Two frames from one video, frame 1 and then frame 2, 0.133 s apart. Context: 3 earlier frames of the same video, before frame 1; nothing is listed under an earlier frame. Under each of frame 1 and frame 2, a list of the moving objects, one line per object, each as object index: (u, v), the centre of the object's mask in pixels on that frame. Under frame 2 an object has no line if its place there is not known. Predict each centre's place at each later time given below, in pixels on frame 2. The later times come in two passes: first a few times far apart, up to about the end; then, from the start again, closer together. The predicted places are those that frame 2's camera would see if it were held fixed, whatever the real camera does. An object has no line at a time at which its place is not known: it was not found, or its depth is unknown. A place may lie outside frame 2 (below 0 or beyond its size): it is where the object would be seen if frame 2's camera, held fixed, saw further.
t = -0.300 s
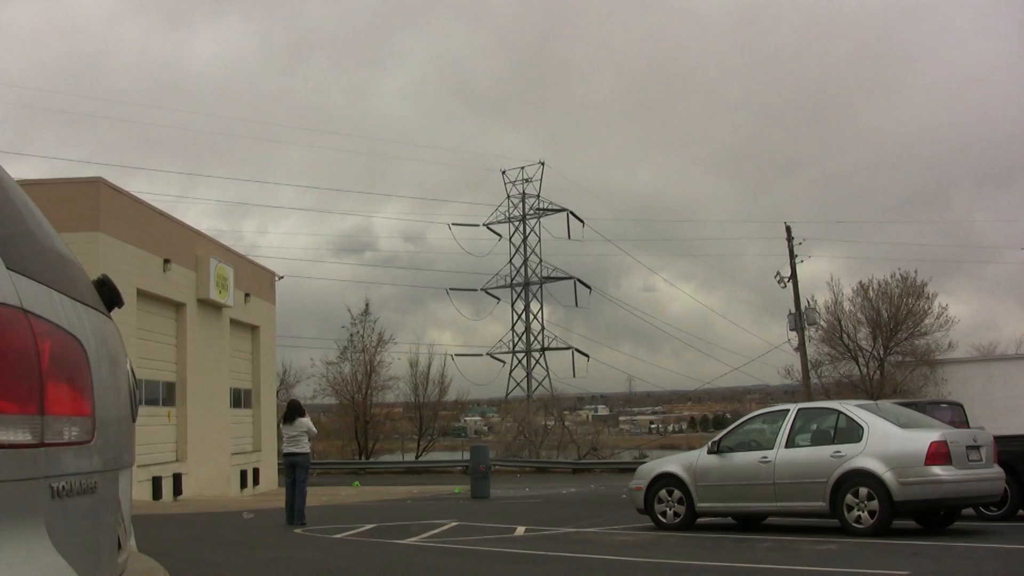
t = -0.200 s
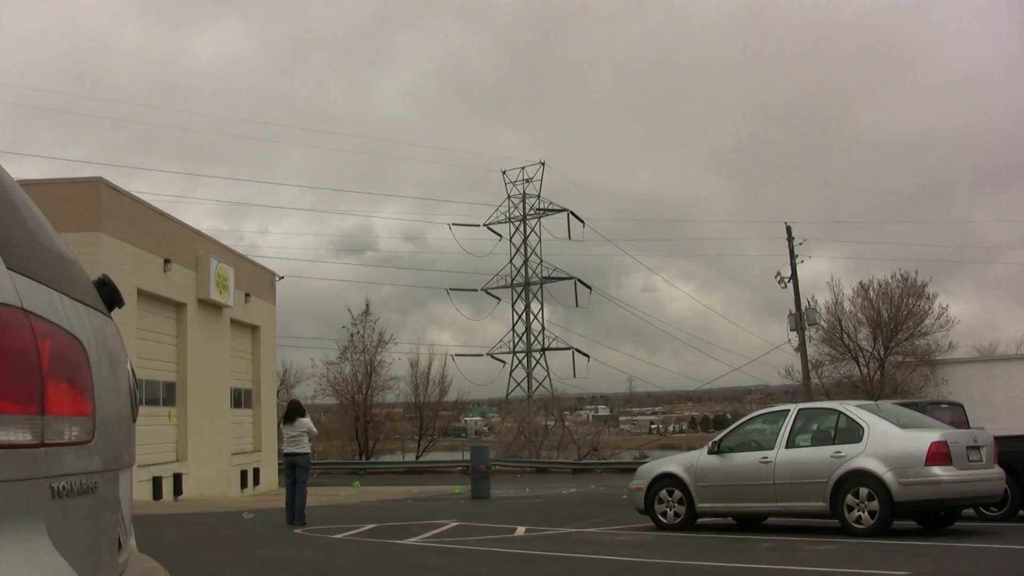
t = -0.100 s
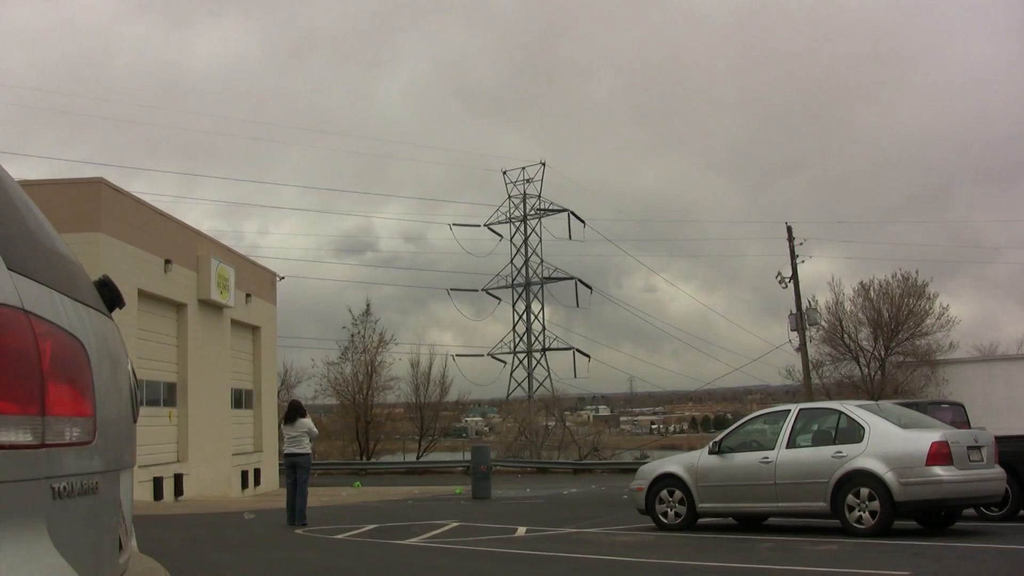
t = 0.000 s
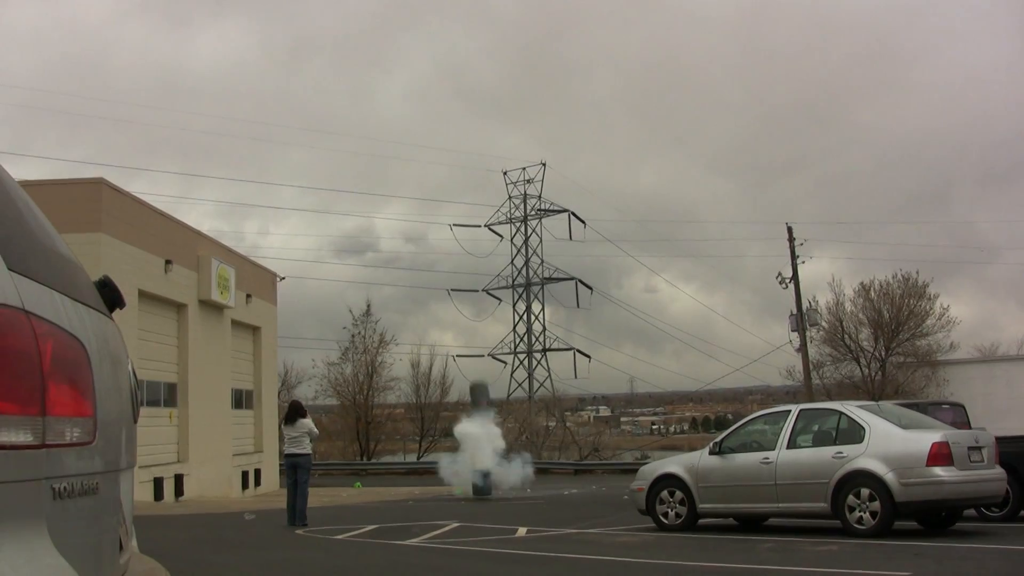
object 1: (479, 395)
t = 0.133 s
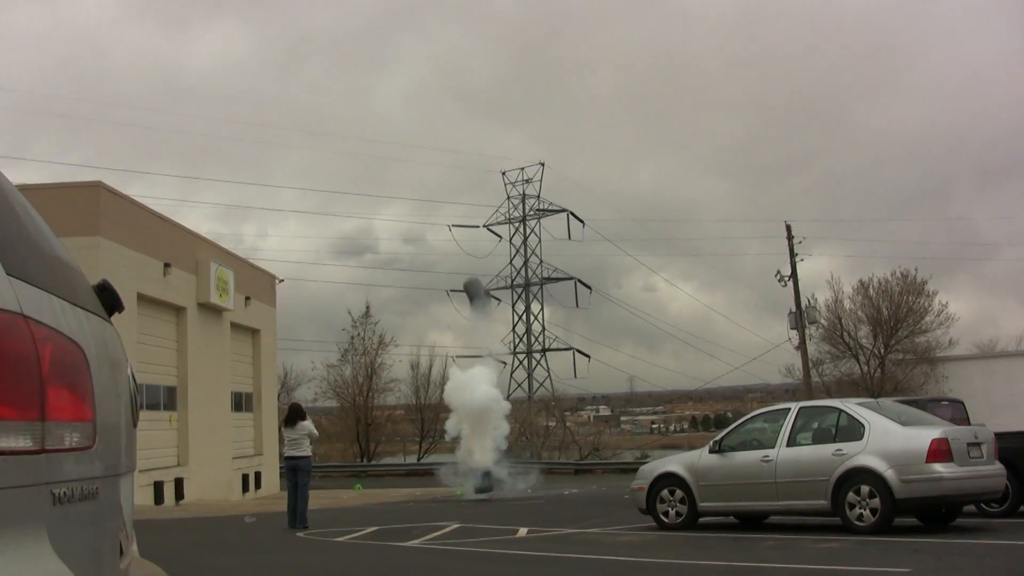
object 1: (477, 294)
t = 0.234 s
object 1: (471, 226)
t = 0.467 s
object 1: (461, 98)
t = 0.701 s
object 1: (446, 7)
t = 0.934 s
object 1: (435, -58)
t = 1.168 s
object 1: (427, -96)
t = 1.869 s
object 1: (404, -66)
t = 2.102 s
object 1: (397, -15)
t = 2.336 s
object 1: (392, 49)
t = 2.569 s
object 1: (387, 129)
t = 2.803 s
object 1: (383, 222)
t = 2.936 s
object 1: (380, 281)
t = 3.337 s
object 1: (373, 480)
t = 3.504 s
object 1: (377, 483)
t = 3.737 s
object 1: (386, 484)
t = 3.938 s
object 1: (398, 480)
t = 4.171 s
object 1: (406, 481)
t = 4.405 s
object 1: (413, 486)
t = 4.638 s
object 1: (417, 481)
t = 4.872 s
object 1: (417, 484)
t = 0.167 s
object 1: (476, 270)
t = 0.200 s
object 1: (474, 249)
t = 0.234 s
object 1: (471, 226)
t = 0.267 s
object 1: (469, 206)
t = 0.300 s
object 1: (472, 187)
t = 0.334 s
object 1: (469, 167)
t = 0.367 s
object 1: (467, 148)
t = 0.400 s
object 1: (465, 131)
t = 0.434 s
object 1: (463, 114)
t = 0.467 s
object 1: (461, 98)
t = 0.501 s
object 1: (459, 83)
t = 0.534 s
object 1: (455, 66)
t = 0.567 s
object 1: (454, 54)
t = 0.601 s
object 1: (452, 41)
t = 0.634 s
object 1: (451, 29)
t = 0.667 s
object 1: (448, 18)
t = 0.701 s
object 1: (446, 7)
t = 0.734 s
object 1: (443, -4)
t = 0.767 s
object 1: (441, -14)
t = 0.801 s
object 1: (441, -24)
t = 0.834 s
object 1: (440, -33)
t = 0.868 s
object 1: (438, -42)
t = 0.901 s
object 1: (436, -50)
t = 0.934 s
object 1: (435, -58)
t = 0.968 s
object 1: (435, -64)
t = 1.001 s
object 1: (433, -71)
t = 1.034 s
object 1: (432, -76)
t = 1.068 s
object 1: (430, -82)
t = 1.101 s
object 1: (428, -87)
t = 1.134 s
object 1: (428, -92)
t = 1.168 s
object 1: (427, -96)
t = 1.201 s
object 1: (426, -100)
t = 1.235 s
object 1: (426, -103)
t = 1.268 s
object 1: (425, -106)
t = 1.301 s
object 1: (424, -108)
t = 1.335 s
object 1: (423, -109)
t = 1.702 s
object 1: (409, -91)
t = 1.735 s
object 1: (408, -87)
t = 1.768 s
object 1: (408, -83)
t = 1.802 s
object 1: (407, -78)
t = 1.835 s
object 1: (405, -72)
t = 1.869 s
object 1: (404, -66)
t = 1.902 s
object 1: (403, -61)
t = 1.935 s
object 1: (402, -54)
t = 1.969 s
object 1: (401, -47)
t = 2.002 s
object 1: (400, -40)
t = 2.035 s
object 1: (399, -33)
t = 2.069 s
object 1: (398, -25)
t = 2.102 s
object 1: (397, -15)
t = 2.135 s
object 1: (396, -7)
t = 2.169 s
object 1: (395, 1)
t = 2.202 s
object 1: (394, 10)
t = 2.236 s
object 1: (394, 20)
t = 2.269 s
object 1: (393, 29)
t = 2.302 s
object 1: (392, 39)
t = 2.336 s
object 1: (392, 49)
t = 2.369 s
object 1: (391, 59)
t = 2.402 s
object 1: (390, 71)
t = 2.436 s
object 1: (389, 82)
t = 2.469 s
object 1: (388, 94)
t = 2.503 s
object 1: (388, 105)
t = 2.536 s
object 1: (387, 117)
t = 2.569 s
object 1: (387, 129)
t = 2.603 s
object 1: (386, 142)
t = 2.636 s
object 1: (385, 155)
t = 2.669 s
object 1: (385, 168)
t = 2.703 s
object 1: (384, 181)
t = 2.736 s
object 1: (384, 194)
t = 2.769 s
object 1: (383, 208)
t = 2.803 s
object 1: (383, 222)
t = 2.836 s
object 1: (382, 236)
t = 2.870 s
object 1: (381, 251)
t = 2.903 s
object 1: (380, 266)
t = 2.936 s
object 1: (380, 281)
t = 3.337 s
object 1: (373, 480)
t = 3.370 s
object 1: (373, 487)
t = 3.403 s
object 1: (374, 486)
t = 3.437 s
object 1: (375, 486)
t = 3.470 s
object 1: (376, 484)
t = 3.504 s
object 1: (377, 483)
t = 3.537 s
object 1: (378, 483)
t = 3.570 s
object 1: (380, 483)
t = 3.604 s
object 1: (380, 483)
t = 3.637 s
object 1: (381, 483)
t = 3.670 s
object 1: (382, 482)
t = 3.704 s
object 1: (384, 483)
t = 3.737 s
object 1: (386, 484)
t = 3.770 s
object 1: (388, 484)
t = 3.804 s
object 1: (390, 483)
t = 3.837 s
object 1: (391, 481)
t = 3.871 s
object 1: (393, 480)
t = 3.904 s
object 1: (395, 479)
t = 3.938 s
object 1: (398, 480)
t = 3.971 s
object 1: (399, 481)
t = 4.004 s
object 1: (401, 483)
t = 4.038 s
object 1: (403, 484)
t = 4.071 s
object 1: (403, 483)
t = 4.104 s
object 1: (404, 482)
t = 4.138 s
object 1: (405, 480)
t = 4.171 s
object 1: (406, 481)
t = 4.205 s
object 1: (408, 481)
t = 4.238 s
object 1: (409, 481)
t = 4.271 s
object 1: (410, 481)
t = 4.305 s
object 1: (411, 483)
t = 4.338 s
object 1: (412, 484)
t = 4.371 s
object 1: (412, 485)
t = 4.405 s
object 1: (413, 486)
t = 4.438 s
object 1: (415, 485)
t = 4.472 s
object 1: (414, 484)
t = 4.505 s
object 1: (415, 482)
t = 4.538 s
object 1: (415, 481)
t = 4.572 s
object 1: (416, 481)
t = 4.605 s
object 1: (416, 481)
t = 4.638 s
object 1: (417, 481)
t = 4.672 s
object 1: (417, 482)
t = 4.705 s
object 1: (417, 482)
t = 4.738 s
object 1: (417, 484)
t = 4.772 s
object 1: (418, 486)
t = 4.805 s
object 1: (418, 486)
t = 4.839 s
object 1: (418, 484)
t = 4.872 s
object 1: (417, 484)
